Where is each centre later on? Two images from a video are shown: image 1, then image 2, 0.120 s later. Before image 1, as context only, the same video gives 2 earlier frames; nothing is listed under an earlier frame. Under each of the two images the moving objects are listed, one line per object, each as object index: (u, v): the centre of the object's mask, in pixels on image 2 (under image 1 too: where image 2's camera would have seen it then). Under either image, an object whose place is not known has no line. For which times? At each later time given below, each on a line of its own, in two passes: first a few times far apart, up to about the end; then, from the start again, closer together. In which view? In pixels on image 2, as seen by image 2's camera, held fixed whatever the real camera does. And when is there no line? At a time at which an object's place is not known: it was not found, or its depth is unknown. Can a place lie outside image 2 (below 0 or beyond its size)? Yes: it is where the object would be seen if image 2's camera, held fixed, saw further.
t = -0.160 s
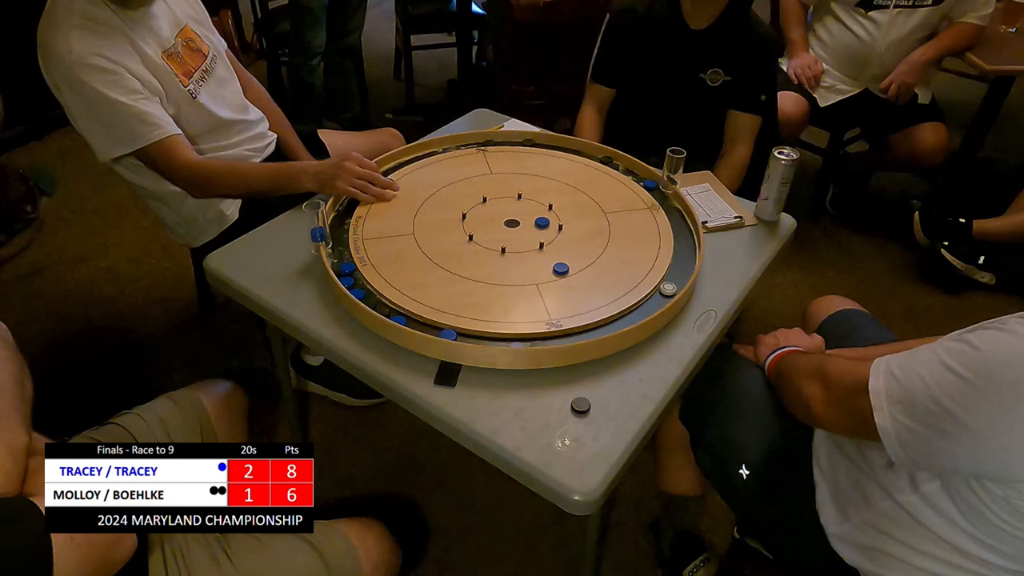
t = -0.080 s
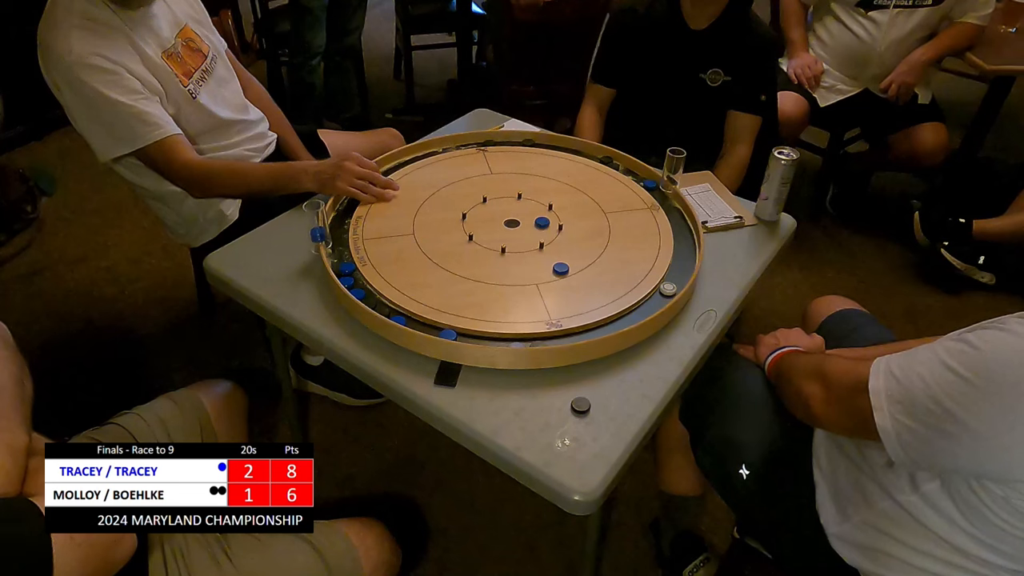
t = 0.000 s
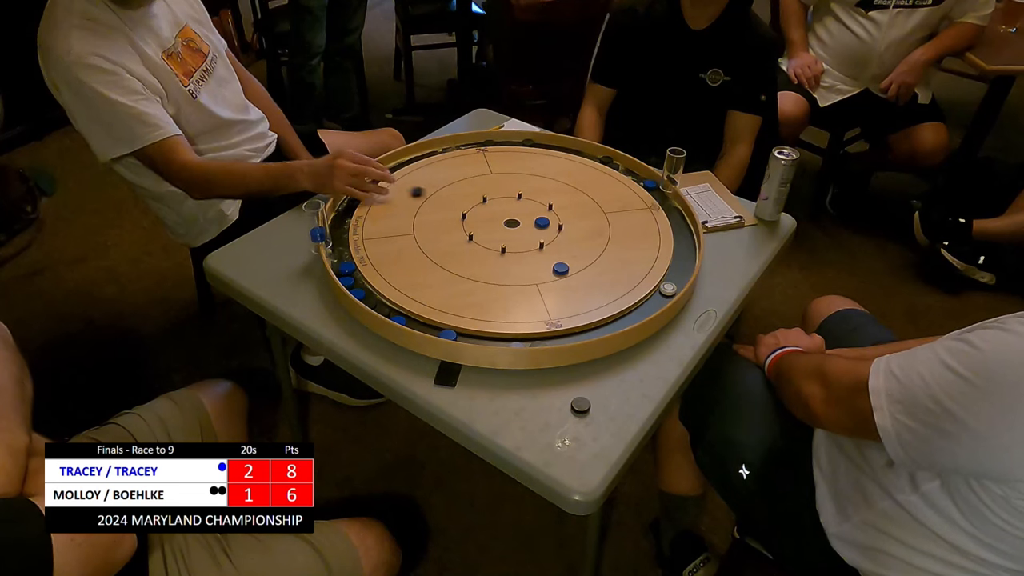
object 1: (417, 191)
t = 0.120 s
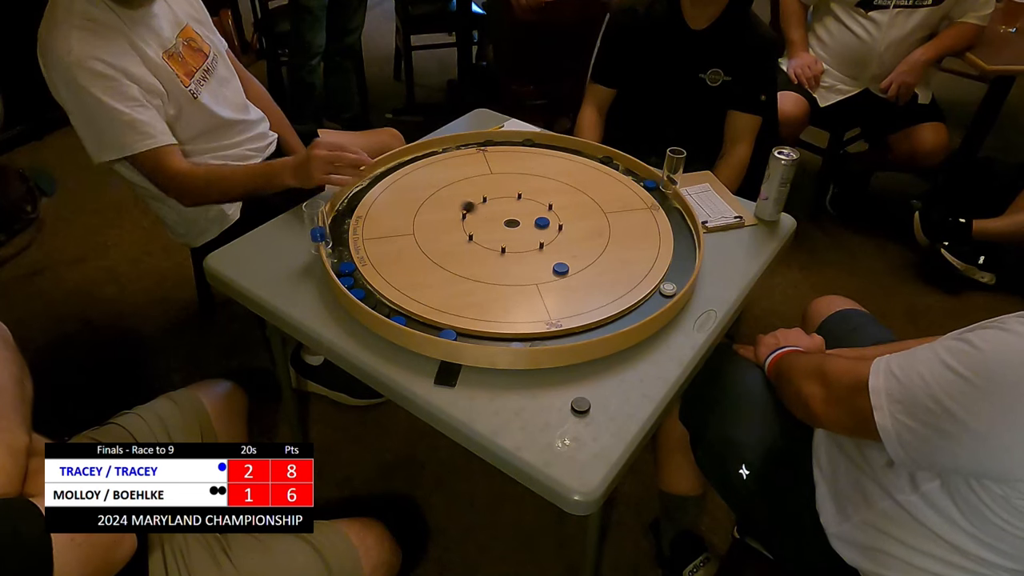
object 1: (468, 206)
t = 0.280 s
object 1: (527, 219)
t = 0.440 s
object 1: (567, 237)
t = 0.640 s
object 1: (603, 256)
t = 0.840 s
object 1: (619, 268)
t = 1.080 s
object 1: (618, 268)
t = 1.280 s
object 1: (618, 268)
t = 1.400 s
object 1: (618, 269)
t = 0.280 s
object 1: (527, 219)
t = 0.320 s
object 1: (542, 224)
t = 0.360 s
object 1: (549, 229)
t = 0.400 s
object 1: (556, 233)
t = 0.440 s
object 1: (567, 237)
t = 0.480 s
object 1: (574, 242)
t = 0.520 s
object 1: (584, 247)
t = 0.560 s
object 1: (589, 249)
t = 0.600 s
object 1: (595, 254)
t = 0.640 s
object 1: (603, 256)
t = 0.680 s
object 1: (607, 260)
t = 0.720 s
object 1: (612, 262)
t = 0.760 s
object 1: (614, 265)
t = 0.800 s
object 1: (617, 266)
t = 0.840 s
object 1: (619, 268)
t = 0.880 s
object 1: (619, 269)
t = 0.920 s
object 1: (619, 270)
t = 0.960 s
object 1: (619, 270)
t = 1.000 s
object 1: (618, 269)
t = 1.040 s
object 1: (618, 269)
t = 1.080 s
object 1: (618, 268)
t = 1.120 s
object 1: (618, 269)
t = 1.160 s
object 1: (618, 268)
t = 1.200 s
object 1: (618, 268)
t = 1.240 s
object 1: (618, 268)
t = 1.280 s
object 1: (618, 268)
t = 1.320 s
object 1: (618, 269)
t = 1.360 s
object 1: (618, 269)
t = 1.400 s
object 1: (618, 269)
